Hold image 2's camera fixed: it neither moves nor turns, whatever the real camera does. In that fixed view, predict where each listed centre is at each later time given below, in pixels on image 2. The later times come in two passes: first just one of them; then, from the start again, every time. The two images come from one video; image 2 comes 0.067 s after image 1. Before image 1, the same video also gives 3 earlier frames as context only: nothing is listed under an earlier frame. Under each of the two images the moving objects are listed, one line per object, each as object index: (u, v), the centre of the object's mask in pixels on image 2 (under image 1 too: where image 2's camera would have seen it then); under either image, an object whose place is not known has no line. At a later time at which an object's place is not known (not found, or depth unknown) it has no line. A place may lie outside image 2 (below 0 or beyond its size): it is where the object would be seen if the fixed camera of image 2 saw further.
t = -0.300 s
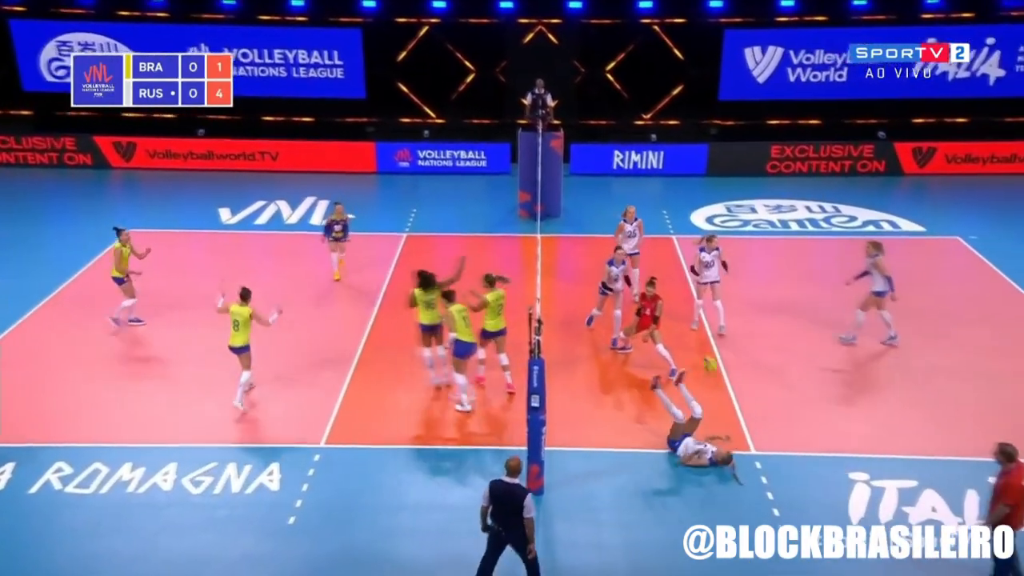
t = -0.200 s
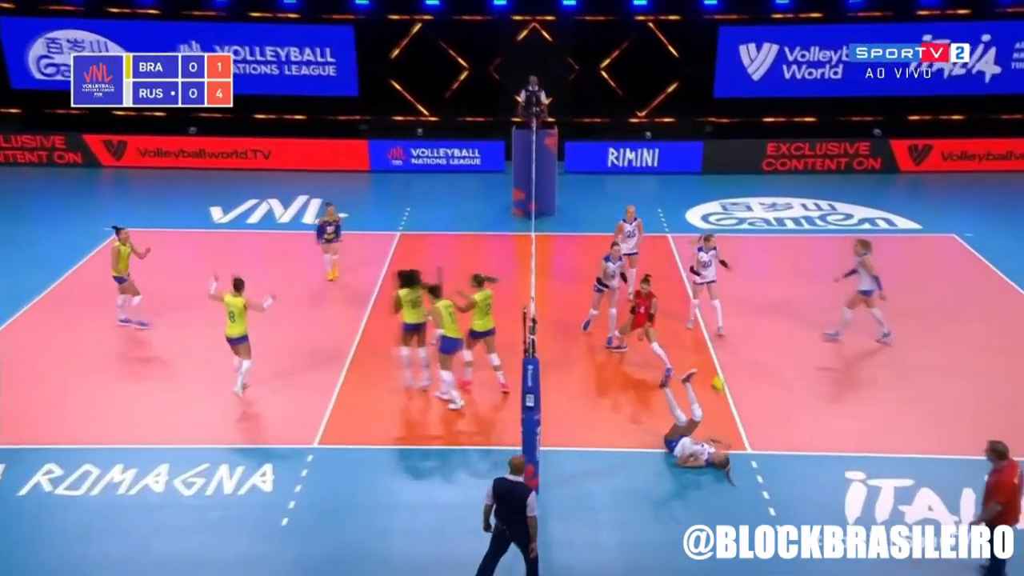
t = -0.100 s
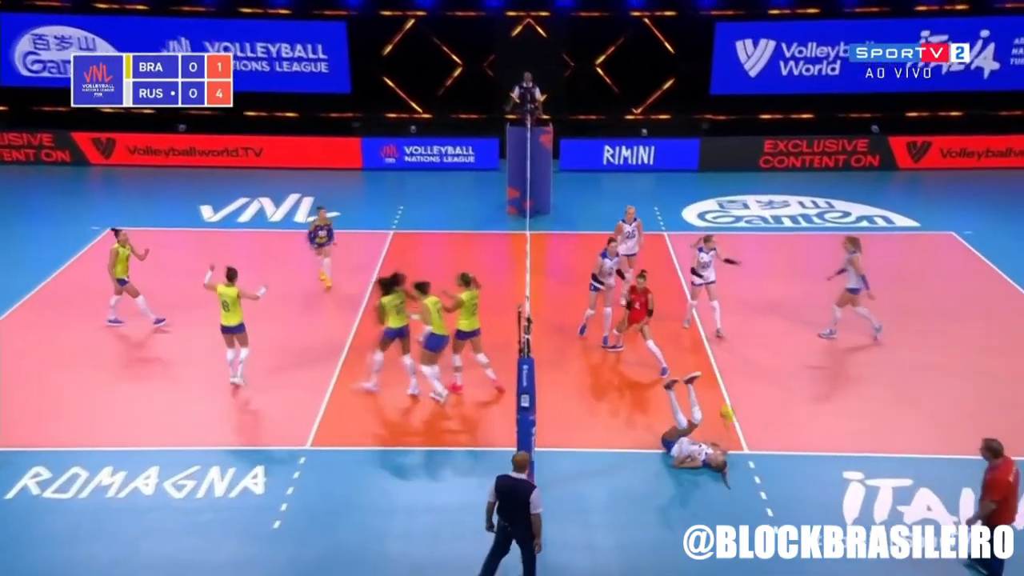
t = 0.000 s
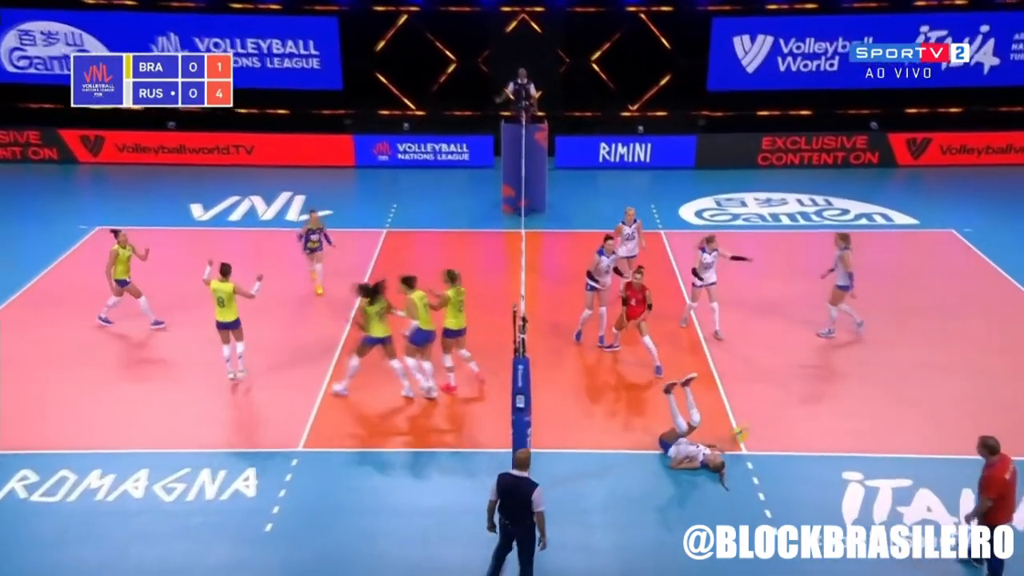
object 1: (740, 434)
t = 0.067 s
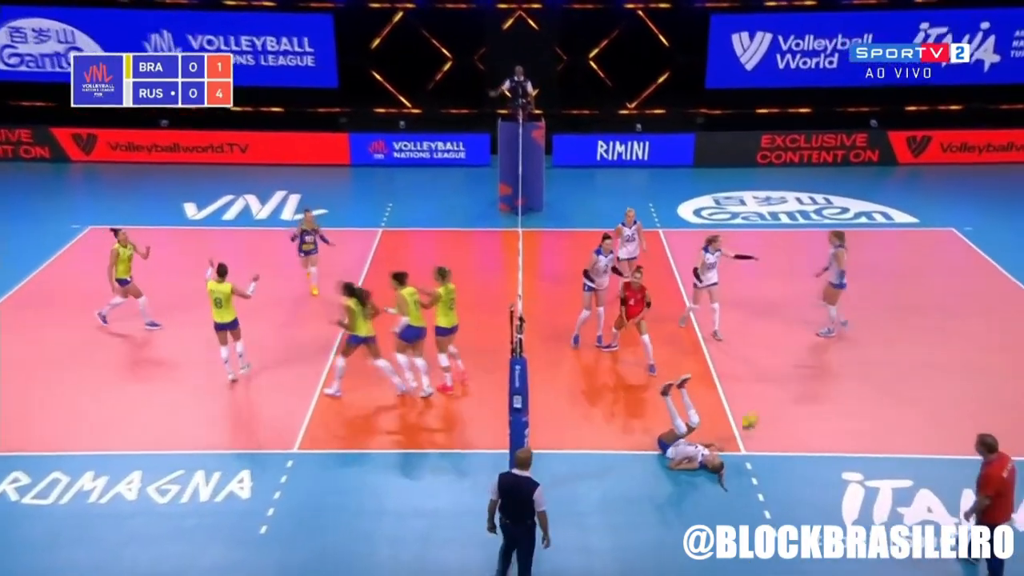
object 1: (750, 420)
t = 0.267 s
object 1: (780, 400)
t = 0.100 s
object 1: (754, 415)
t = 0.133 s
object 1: (759, 411)
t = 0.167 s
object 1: (765, 408)
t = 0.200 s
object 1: (770, 405)
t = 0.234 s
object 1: (775, 402)
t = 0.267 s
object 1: (780, 400)
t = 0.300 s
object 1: (785, 399)
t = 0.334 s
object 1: (790, 399)
